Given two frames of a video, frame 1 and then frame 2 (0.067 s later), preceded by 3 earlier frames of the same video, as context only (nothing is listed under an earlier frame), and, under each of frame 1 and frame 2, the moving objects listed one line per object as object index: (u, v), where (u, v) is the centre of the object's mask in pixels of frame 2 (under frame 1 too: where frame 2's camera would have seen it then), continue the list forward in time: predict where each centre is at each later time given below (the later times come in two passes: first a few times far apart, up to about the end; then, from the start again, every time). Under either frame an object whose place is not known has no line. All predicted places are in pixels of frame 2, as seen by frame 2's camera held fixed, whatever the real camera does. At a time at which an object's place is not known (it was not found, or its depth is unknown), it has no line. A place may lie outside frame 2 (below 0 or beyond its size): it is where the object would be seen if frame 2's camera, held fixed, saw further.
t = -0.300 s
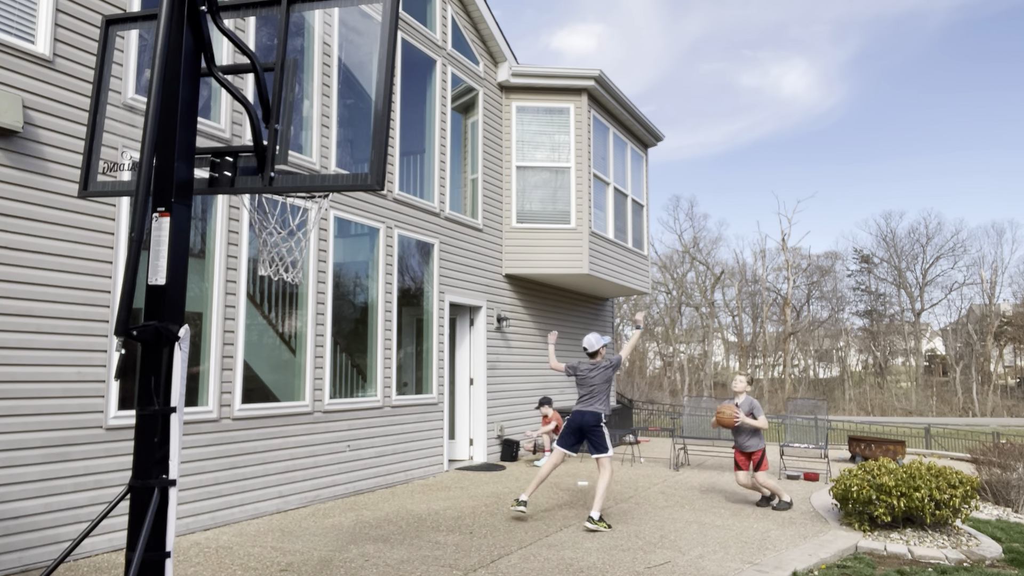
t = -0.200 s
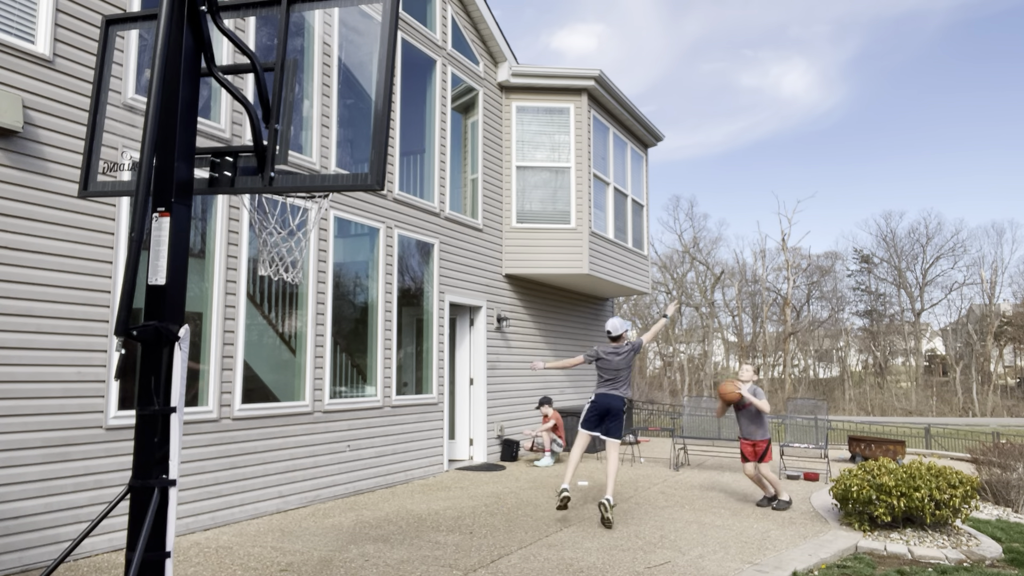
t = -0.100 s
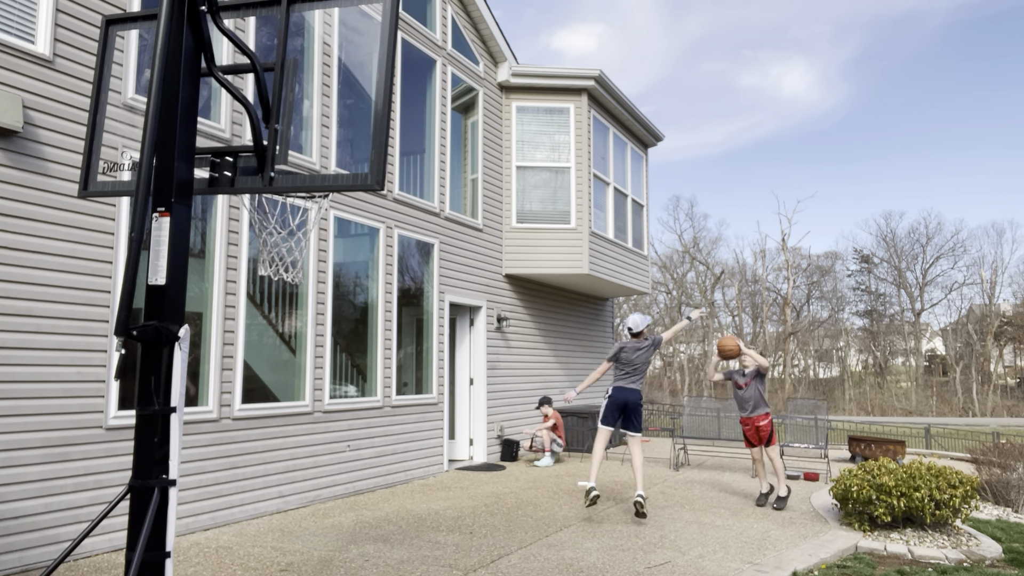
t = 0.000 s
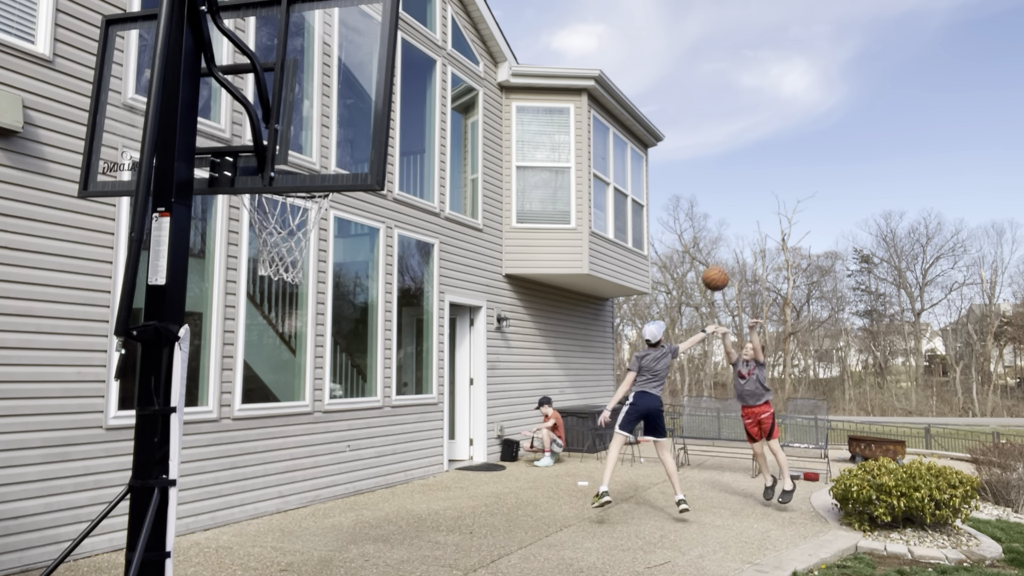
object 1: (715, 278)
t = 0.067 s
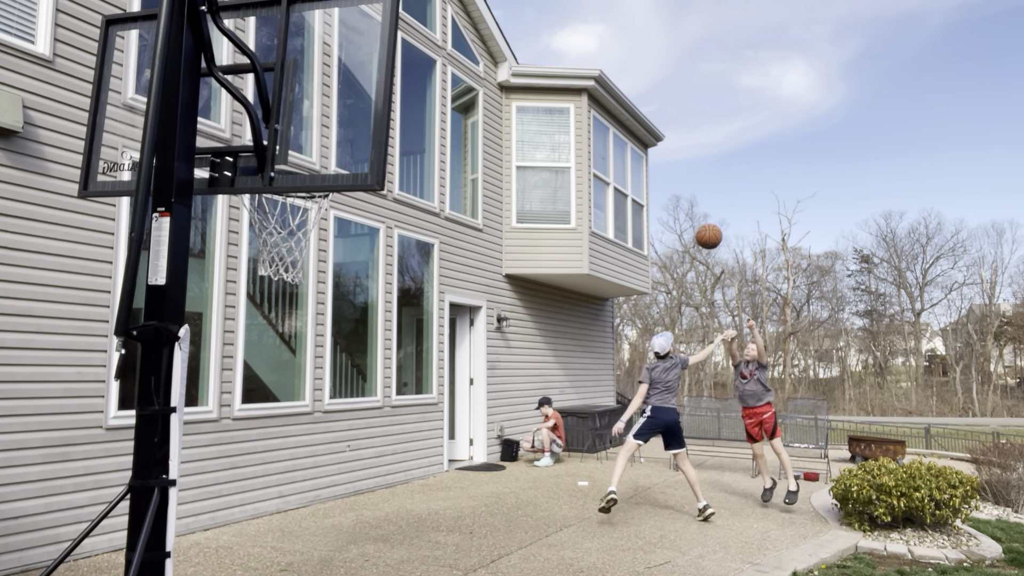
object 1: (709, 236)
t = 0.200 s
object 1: (695, 163)
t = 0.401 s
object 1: (674, 82)
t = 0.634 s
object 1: (648, 38)
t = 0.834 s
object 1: (623, 56)
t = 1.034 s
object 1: (595, 138)
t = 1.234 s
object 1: (563, 308)
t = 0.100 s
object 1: (705, 216)
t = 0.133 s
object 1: (702, 198)
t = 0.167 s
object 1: (699, 180)
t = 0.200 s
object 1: (695, 163)
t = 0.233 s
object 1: (692, 147)
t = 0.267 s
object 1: (688, 132)
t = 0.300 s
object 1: (685, 118)
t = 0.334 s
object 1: (681, 105)
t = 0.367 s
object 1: (678, 93)
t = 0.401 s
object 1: (674, 82)
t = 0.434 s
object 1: (671, 72)
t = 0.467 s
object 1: (667, 63)
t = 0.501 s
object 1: (663, 56)
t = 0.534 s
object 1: (659, 50)
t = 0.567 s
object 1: (656, 44)
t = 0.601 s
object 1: (651, 41)
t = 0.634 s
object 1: (648, 38)
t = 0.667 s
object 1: (644, 37)
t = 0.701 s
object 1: (640, 38)
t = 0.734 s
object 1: (635, 40)
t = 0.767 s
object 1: (631, 43)
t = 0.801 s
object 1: (627, 49)
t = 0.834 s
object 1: (623, 56)
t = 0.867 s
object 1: (618, 64)
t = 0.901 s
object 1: (614, 75)
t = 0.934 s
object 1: (609, 88)
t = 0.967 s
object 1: (605, 102)
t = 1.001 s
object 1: (600, 119)
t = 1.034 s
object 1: (595, 138)
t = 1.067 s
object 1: (590, 160)
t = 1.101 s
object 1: (585, 184)
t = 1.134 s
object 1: (579, 211)
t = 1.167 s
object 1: (574, 240)
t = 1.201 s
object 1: (568, 272)
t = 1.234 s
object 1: (563, 308)
